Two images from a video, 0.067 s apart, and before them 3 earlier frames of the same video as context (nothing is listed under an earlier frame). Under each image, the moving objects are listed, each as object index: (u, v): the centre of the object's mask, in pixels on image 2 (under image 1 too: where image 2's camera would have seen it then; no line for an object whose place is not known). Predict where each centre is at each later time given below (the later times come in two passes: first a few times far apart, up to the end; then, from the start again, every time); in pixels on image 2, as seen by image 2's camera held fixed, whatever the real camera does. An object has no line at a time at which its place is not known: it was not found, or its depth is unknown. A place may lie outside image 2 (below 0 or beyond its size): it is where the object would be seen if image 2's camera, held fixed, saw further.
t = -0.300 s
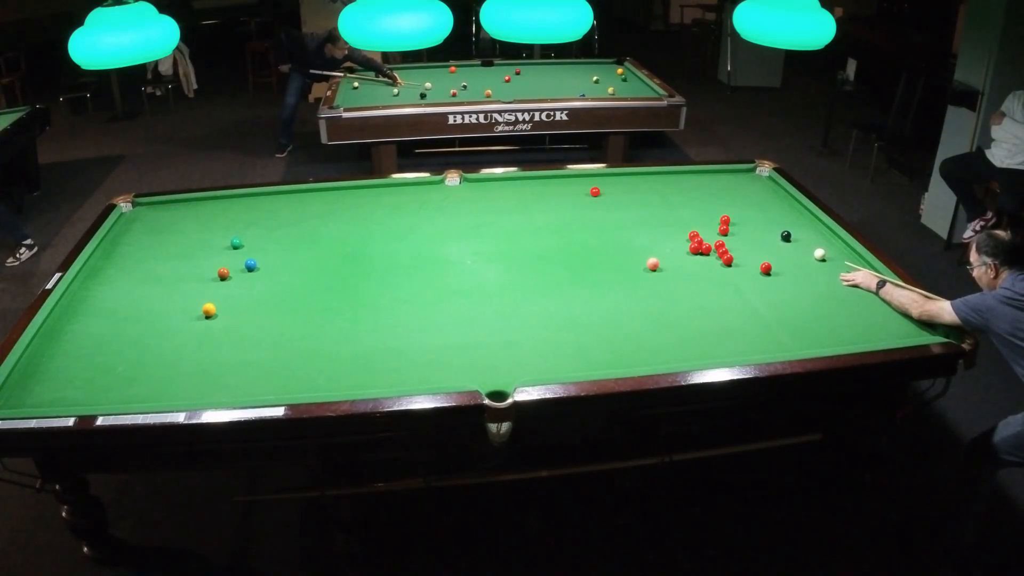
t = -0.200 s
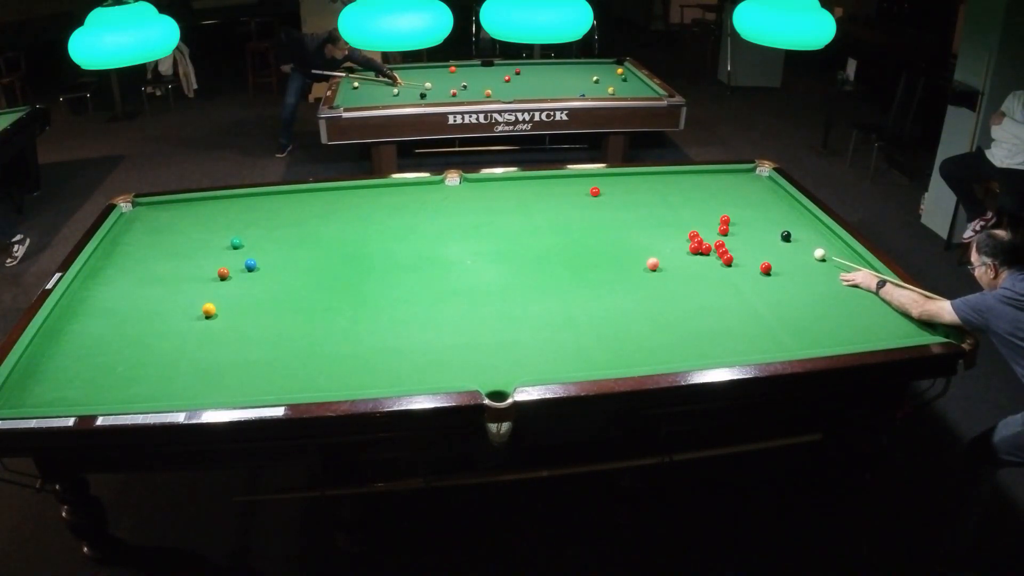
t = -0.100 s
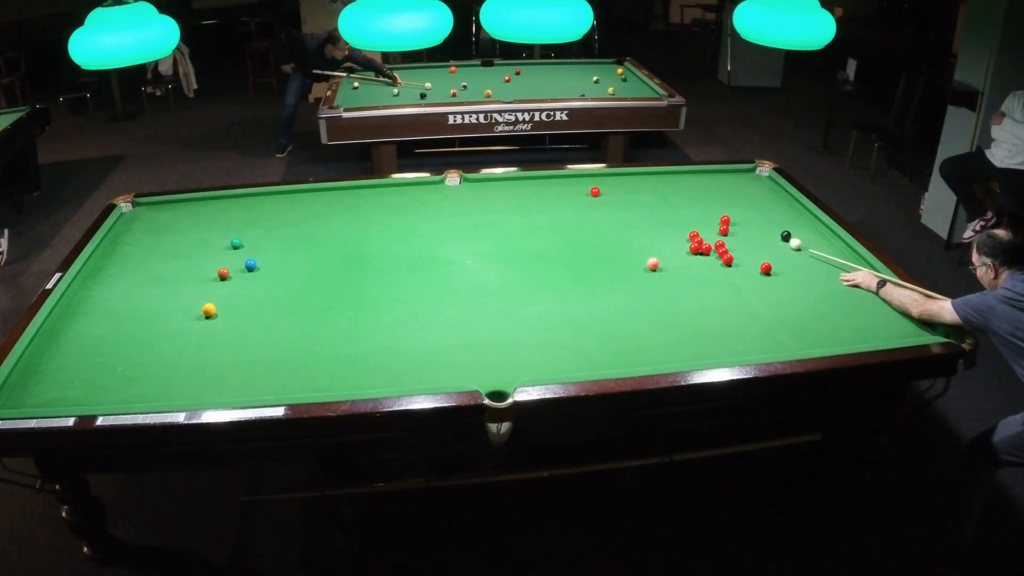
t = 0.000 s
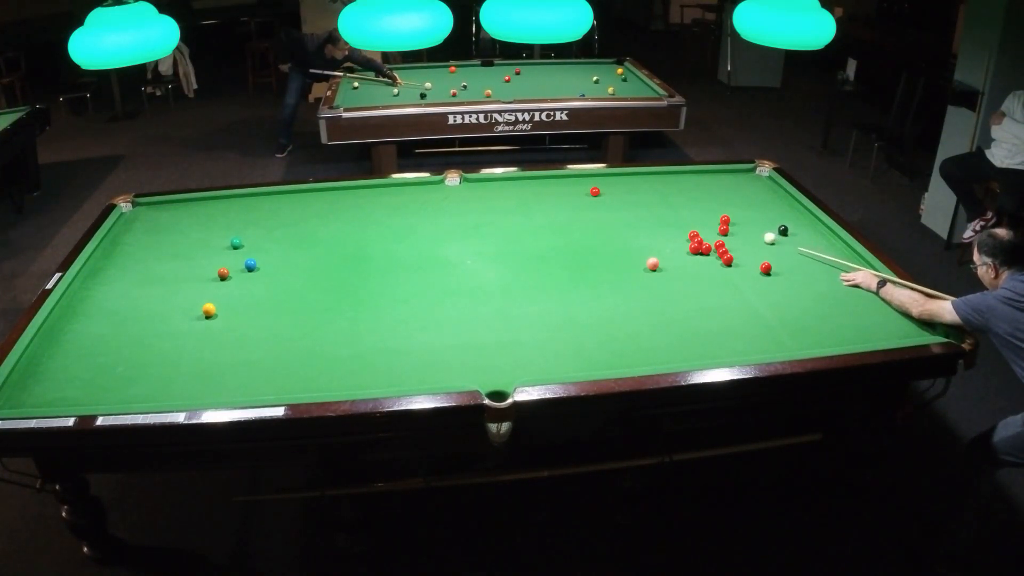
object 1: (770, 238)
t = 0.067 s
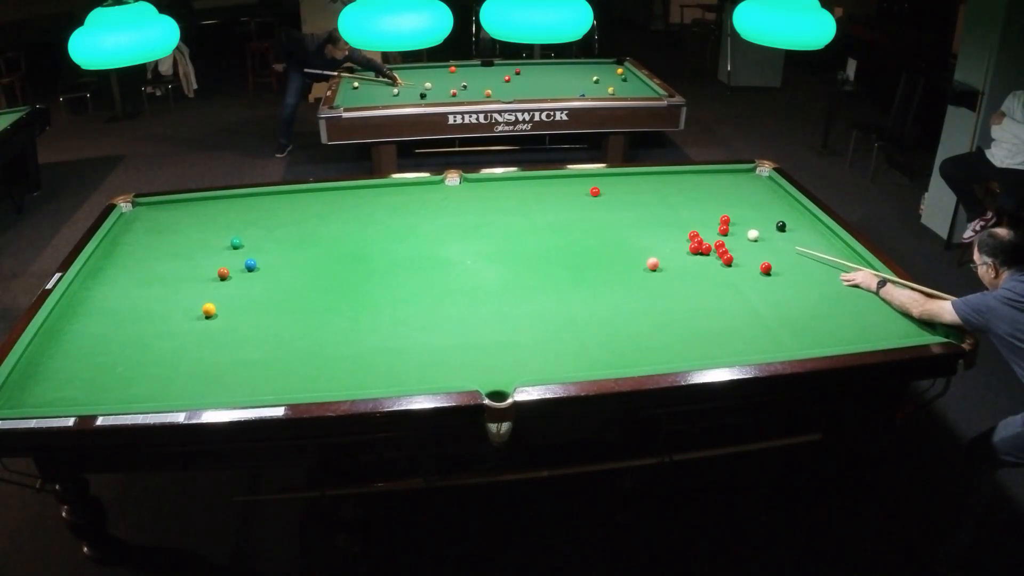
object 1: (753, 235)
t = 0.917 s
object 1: (699, 224)
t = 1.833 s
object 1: (671, 218)
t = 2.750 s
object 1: (660, 215)
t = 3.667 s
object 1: (659, 215)
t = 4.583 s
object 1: (659, 215)
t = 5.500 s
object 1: (659, 215)
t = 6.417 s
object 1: (659, 215)
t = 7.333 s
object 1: (659, 215)
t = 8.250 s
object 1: (659, 215)
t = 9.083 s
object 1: (659, 215)
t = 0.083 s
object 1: (749, 234)
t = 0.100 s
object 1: (745, 234)
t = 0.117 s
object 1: (741, 233)
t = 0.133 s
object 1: (736, 232)
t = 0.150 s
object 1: (734, 232)
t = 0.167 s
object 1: (734, 232)
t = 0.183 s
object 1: (734, 232)
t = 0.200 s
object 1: (733, 232)
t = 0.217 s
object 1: (732, 231)
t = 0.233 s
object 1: (732, 231)
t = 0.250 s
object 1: (731, 231)
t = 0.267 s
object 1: (730, 231)
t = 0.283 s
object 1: (729, 231)
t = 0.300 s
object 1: (728, 230)
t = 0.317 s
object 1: (727, 230)
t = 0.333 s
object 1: (726, 230)
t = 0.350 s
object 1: (725, 230)
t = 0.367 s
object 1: (724, 230)
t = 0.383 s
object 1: (723, 229)
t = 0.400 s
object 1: (723, 229)
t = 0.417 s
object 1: (722, 229)
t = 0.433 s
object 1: (721, 229)
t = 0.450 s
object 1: (720, 228)
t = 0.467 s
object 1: (719, 228)
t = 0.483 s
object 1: (718, 228)
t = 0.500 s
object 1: (717, 228)
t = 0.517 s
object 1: (717, 228)
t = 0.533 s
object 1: (716, 228)
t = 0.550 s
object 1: (715, 227)
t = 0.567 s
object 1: (714, 227)
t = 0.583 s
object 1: (713, 227)
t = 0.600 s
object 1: (713, 227)
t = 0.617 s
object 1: (712, 227)
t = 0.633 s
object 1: (711, 227)
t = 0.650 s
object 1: (710, 226)
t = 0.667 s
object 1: (710, 226)
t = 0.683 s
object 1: (709, 226)
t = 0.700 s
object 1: (708, 226)
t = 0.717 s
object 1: (707, 226)
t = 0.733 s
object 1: (707, 226)
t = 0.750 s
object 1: (706, 226)
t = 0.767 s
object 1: (705, 225)
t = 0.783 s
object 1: (704, 225)
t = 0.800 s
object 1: (704, 225)
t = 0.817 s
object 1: (703, 225)
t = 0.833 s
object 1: (702, 225)
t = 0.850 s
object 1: (702, 225)
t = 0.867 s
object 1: (701, 224)
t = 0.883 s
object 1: (700, 224)
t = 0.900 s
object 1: (700, 224)
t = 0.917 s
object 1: (699, 224)
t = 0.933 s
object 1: (698, 224)
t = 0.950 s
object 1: (698, 224)
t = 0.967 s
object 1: (697, 223)
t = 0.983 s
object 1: (696, 223)
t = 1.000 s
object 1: (696, 223)
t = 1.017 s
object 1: (695, 223)
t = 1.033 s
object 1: (695, 223)
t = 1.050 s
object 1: (694, 223)
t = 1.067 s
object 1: (693, 222)
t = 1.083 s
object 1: (693, 222)
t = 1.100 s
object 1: (692, 222)
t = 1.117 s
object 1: (692, 222)
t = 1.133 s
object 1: (691, 222)
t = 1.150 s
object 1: (690, 222)
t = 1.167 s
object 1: (690, 222)
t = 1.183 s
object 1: (689, 221)
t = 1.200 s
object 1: (689, 221)
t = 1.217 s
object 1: (688, 221)
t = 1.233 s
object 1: (687, 221)
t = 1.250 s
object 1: (687, 221)
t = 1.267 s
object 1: (686, 221)
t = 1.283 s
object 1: (686, 221)
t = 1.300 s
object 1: (685, 221)
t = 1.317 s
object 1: (685, 221)
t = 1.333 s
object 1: (684, 221)
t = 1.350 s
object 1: (684, 220)
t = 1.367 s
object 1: (683, 220)
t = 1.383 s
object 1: (683, 220)
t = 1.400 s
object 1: (682, 220)
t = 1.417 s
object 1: (681, 220)
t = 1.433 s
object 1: (681, 220)
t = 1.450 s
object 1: (680, 220)
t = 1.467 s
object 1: (680, 220)
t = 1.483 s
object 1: (679, 220)
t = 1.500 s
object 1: (679, 219)
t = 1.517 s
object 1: (679, 219)
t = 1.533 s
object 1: (678, 219)
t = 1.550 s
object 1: (678, 219)
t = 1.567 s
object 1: (677, 219)
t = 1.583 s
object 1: (677, 219)
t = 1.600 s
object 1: (676, 219)
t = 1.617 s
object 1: (676, 219)
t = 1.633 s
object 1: (675, 219)
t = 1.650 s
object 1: (675, 219)
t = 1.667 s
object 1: (674, 219)
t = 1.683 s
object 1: (674, 218)
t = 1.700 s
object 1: (674, 218)
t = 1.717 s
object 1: (673, 218)
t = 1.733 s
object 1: (673, 218)
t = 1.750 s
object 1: (672, 218)
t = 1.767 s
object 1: (672, 218)
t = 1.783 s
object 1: (672, 218)
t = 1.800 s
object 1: (671, 218)
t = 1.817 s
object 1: (671, 218)
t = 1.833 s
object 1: (671, 218)
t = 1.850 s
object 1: (670, 218)
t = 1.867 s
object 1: (670, 217)
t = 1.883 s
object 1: (669, 217)
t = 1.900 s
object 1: (669, 217)
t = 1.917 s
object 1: (669, 217)
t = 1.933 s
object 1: (668, 217)
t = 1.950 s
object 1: (668, 217)
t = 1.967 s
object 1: (668, 217)
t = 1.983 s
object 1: (668, 217)
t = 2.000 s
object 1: (667, 217)
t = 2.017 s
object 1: (667, 217)
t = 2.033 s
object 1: (667, 217)
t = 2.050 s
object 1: (666, 217)
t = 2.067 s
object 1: (666, 217)
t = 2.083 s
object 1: (666, 217)
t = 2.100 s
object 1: (665, 217)
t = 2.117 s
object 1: (665, 217)
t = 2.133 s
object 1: (665, 217)
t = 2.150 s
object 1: (665, 216)
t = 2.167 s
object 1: (664, 216)
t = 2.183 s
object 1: (664, 216)
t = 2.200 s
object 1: (664, 216)
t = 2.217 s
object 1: (664, 216)
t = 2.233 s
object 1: (663, 216)
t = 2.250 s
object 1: (663, 216)
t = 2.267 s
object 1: (663, 216)
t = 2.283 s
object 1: (663, 216)
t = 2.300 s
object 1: (663, 216)
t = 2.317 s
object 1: (662, 216)
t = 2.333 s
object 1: (662, 216)
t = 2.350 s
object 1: (662, 216)
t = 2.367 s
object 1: (662, 216)
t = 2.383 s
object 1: (662, 216)
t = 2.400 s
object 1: (662, 216)
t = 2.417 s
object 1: (661, 216)
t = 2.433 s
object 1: (661, 216)
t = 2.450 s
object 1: (661, 216)
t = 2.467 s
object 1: (661, 216)
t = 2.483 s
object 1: (661, 216)
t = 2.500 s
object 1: (661, 216)
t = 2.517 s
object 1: (661, 216)
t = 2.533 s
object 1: (660, 216)
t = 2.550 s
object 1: (660, 216)
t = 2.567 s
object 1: (660, 216)
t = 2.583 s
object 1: (660, 216)
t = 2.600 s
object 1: (660, 215)
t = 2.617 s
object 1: (660, 215)
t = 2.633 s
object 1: (660, 215)
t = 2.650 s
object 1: (660, 215)
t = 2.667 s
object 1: (660, 215)
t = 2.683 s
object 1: (660, 215)
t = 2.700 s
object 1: (660, 215)
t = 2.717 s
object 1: (660, 215)
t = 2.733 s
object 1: (660, 215)
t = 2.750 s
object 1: (660, 215)
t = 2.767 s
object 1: (660, 215)
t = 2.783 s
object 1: (660, 215)
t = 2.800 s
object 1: (660, 215)
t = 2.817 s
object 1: (660, 215)
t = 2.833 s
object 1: (659, 215)
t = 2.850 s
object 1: (659, 215)
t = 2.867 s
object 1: (659, 215)
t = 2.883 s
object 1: (659, 215)
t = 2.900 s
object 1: (659, 215)
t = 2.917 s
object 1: (659, 215)
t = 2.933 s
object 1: (659, 215)
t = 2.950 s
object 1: (659, 215)
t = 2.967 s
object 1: (659, 215)
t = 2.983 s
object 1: (659, 215)
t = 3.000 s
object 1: (659, 215)
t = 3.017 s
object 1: (659, 215)
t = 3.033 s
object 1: (659, 215)
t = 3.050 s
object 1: (659, 215)
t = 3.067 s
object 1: (659, 215)
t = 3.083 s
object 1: (659, 215)
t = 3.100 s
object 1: (659, 215)
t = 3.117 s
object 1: (659, 215)
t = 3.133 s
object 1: (659, 215)
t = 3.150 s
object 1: (659, 215)
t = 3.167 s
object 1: (659, 215)
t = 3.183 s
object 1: (659, 215)
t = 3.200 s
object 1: (659, 215)
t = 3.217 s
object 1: (659, 215)
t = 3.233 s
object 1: (659, 215)
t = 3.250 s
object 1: (659, 215)
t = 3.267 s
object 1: (659, 215)
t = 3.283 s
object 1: (659, 215)
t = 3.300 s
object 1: (659, 215)
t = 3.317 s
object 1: (659, 215)
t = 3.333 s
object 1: (659, 215)
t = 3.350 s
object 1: (659, 215)
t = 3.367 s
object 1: (659, 215)
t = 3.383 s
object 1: (659, 215)
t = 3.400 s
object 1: (659, 215)
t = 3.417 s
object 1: (659, 215)
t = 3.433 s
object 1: (659, 215)
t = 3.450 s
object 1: (659, 215)
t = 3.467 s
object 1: (659, 215)
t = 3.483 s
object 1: (659, 215)
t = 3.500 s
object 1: (659, 215)
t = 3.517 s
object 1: (659, 215)
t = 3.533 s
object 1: (659, 215)
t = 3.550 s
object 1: (659, 215)
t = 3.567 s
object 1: (659, 215)
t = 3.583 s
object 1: (659, 215)
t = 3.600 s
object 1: (659, 215)
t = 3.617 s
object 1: (659, 215)
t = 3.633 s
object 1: (659, 215)
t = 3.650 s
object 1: (659, 215)
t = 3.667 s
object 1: (659, 215)
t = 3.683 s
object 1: (659, 215)
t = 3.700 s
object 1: (659, 215)
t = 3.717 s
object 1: (659, 215)
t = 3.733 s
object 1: (659, 215)
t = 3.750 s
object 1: (659, 215)
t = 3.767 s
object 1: (659, 215)
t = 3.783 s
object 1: (659, 215)
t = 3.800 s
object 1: (659, 215)
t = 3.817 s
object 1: (659, 215)
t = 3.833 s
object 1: (659, 215)
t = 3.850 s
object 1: (659, 215)
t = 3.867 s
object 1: (659, 215)
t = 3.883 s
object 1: (659, 215)
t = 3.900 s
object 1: (659, 215)
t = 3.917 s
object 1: (659, 215)
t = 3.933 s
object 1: (659, 215)
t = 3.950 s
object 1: (659, 215)
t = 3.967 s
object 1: (659, 215)
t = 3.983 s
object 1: (659, 215)
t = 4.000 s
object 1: (659, 215)
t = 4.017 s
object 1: (659, 215)
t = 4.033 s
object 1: (659, 215)
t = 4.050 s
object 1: (659, 215)
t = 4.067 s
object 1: (659, 215)
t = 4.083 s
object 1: (659, 215)
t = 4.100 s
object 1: (659, 215)
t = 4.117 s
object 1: (659, 215)
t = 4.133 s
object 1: (659, 215)
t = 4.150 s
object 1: (659, 215)
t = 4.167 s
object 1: (659, 215)
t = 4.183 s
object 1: (659, 215)
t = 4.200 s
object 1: (659, 215)
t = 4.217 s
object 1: (659, 215)
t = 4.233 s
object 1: (659, 215)
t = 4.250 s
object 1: (659, 215)
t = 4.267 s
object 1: (659, 215)
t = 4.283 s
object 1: (659, 215)
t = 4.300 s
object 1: (659, 215)
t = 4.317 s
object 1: (659, 215)
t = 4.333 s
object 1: (659, 215)
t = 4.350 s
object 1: (659, 215)
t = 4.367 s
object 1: (659, 215)
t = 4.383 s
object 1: (659, 215)
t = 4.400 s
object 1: (659, 215)
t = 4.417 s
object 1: (659, 215)
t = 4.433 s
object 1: (659, 215)
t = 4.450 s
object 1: (659, 215)
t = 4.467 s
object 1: (659, 215)
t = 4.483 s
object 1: (659, 215)
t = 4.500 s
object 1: (659, 215)
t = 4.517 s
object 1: (659, 215)
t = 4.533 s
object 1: (659, 215)
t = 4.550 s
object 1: (659, 215)
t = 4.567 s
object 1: (659, 215)
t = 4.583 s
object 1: (659, 215)
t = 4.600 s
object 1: (659, 215)
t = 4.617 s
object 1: (659, 215)
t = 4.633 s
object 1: (659, 215)
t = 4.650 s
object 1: (659, 215)
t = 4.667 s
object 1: (659, 215)
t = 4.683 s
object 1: (659, 215)
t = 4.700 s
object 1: (659, 215)
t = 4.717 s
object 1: (659, 215)
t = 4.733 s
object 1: (659, 215)
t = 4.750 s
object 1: (659, 215)
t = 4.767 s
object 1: (659, 215)
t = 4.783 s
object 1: (659, 215)
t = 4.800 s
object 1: (659, 215)
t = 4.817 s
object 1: (659, 215)
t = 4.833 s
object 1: (659, 215)
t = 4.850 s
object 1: (659, 215)
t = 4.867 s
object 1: (659, 215)
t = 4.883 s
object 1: (659, 215)
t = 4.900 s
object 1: (659, 215)
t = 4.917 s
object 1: (659, 215)
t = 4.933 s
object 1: (659, 215)
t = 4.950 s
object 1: (659, 215)
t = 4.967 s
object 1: (659, 215)
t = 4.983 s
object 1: (659, 215)
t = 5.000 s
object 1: (659, 215)
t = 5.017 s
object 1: (659, 215)
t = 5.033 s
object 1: (659, 215)
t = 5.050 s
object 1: (659, 215)
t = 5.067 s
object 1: (659, 215)
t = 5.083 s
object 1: (659, 215)
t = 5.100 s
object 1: (659, 215)
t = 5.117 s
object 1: (659, 215)
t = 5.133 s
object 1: (659, 215)
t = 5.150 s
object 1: (659, 215)
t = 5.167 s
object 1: (659, 215)
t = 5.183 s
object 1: (659, 215)
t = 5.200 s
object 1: (659, 215)
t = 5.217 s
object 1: (659, 215)
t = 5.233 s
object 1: (659, 215)
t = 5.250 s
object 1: (659, 215)
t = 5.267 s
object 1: (659, 215)
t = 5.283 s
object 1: (659, 215)
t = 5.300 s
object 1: (659, 215)
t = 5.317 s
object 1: (659, 215)
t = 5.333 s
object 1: (659, 215)
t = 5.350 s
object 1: (659, 215)
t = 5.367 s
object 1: (659, 215)
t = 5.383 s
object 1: (659, 215)
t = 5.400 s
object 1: (659, 215)
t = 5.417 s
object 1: (659, 215)
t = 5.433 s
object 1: (659, 215)
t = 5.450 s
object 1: (659, 215)
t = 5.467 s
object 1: (659, 215)
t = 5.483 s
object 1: (659, 215)
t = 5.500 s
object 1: (659, 215)
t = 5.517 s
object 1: (659, 215)
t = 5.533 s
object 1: (659, 215)
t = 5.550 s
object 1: (659, 215)
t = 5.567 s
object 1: (659, 215)
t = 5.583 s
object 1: (659, 215)
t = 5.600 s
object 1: (659, 215)
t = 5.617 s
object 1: (659, 215)
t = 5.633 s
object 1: (659, 215)
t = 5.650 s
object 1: (659, 215)
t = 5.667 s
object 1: (659, 215)
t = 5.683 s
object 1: (659, 215)
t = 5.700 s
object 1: (659, 215)
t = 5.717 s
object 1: (659, 215)
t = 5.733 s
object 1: (659, 215)
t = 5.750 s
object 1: (659, 215)
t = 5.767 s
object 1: (659, 215)
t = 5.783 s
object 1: (659, 215)
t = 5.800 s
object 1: (659, 215)
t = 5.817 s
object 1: (659, 215)
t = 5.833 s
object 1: (659, 215)
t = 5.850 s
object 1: (659, 215)
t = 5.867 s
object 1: (659, 215)
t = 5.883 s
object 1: (659, 215)
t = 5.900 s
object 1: (659, 215)
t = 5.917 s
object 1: (659, 215)
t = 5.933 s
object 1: (659, 215)
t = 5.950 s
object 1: (659, 215)
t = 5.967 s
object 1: (659, 215)
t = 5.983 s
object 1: (659, 215)
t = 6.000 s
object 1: (659, 215)
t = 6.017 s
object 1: (659, 215)
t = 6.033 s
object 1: (659, 215)
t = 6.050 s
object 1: (659, 215)
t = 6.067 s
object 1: (659, 215)
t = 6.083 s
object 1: (659, 215)
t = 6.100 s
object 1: (659, 215)
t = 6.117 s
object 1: (659, 215)
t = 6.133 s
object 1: (659, 215)
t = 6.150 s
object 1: (659, 215)
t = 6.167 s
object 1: (659, 215)
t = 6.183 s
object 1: (659, 215)
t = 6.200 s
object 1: (659, 215)
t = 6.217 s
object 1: (659, 215)
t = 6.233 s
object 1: (659, 215)
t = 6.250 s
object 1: (659, 215)
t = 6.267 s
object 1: (659, 215)
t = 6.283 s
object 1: (659, 215)
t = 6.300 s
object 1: (659, 215)
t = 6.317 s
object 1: (659, 215)
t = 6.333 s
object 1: (659, 215)
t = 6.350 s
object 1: (659, 215)
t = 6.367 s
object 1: (659, 215)
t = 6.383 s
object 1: (659, 215)
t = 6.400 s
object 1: (659, 215)
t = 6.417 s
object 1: (659, 215)
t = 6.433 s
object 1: (659, 215)
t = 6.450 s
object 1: (659, 215)
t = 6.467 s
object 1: (659, 215)
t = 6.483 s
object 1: (659, 215)
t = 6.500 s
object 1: (659, 215)
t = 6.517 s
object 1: (659, 215)
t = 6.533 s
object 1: (659, 215)
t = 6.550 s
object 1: (659, 215)
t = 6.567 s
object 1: (659, 215)
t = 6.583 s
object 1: (659, 215)
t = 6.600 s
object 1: (659, 215)
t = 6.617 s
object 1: (659, 215)
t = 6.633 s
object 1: (659, 215)
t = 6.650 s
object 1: (659, 215)
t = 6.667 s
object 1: (659, 215)
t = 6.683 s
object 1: (659, 215)
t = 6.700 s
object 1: (659, 215)
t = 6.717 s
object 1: (659, 215)
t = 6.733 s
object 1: (659, 215)
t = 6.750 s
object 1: (659, 215)
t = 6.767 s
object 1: (659, 215)
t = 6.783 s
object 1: (659, 215)
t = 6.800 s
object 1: (659, 215)
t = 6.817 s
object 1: (659, 215)
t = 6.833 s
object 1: (659, 215)
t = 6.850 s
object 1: (659, 215)
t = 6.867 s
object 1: (659, 215)
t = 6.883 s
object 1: (659, 215)
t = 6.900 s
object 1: (659, 215)
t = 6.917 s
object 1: (659, 215)
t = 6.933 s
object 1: (659, 215)
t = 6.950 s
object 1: (659, 215)
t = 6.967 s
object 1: (659, 215)
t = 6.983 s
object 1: (659, 215)
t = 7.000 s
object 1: (659, 215)
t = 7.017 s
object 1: (659, 215)
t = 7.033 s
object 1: (659, 215)
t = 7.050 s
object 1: (659, 215)
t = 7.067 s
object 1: (659, 215)
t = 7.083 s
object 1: (659, 215)
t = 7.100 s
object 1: (659, 215)
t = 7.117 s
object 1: (659, 215)
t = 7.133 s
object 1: (659, 215)
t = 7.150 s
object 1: (659, 215)
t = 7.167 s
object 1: (659, 215)
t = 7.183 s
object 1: (659, 215)
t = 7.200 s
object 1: (659, 215)
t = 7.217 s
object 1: (659, 215)
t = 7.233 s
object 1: (659, 215)
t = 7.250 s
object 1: (659, 215)
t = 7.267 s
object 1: (659, 215)
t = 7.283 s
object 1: (659, 215)
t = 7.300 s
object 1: (659, 215)
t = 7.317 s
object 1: (659, 215)
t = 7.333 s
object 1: (659, 215)
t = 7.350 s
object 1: (659, 215)
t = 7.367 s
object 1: (659, 215)
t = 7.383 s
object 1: (659, 215)
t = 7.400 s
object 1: (659, 215)
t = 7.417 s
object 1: (659, 215)
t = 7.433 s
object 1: (659, 215)
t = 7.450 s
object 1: (659, 215)
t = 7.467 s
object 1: (659, 215)
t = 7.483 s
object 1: (659, 215)
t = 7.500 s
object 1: (659, 215)
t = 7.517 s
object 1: (659, 215)
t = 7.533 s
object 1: (659, 215)
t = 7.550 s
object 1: (659, 215)
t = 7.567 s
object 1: (659, 215)
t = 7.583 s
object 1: (659, 215)
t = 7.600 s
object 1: (659, 215)
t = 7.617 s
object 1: (659, 215)
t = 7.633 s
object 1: (659, 215)
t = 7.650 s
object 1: (659, 215)
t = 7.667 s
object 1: (659, 215)
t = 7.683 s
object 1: (659, 215)
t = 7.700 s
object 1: (659, 215)
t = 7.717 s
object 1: (659, 215)
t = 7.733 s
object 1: (659, 215)
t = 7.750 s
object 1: (659, 215)
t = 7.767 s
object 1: (659, 215)
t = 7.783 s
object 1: (659, 215)
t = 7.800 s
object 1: (659, 215)
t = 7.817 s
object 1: (659, 215)
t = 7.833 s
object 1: (659, 215)
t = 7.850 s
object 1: (659, 215)
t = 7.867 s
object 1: (659, 215)
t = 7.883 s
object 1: (659, 215)
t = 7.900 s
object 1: (659, 215)
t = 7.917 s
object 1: (659, 215)
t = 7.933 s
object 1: (659, 215)
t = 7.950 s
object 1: (659, 215)
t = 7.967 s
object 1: (659, 215)
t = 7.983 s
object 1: (659, 215)
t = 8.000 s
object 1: (659, 215)
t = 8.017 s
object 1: (659, 215)
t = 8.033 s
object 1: (659, 215)
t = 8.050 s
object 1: (659, 215)
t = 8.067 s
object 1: (659, 215)
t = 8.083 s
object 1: (659, 215)
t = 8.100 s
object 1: (659, 215)
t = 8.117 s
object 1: (659, 215)
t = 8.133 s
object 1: (659, 215)
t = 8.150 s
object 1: (659, 215)
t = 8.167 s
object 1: (659, 215)
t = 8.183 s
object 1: (659, 215)
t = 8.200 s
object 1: (659, 215)
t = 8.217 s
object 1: (659, 215)
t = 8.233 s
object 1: (659, 215)
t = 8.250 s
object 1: (659, 215)
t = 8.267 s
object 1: (659, 215)
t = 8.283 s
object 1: (659, 215)
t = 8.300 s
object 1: (659, 215)
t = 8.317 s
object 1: (659, 215)
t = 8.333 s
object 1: (659, 215)
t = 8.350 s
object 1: (659, 215)
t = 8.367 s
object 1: (659, 215)
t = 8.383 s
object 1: (659, 215)
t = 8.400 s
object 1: (659, 215)
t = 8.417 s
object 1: (659, 215)
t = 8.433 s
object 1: (659, 215)
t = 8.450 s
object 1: (659, 215)
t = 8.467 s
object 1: (659, 215)
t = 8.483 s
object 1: (659, 215)
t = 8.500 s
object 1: (659, 215)
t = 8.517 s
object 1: (659, 215)
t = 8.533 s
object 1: (659, 215)
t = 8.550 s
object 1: (659, 215)
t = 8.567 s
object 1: (659, 215)
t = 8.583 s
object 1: (659, 215)
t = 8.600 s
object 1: (659, 215)
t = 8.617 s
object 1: (659, 215)
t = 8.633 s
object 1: (659, 215)
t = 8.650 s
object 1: (659, 215)
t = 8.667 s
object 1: (659, 215)
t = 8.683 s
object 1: (659, 215)
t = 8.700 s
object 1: (659, 215)
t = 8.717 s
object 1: (659, 215)
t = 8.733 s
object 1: (659, 215)
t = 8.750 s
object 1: (659, 215)
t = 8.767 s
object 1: (659, 215)
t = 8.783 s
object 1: (659, 215)
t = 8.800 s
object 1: (659, 215)
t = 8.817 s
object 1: (659, 215)
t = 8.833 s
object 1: (659, 215)
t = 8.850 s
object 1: (659, 215)
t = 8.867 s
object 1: (659, 215)
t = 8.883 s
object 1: (659, 215)
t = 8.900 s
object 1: (659, 215)
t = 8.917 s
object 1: (659, 215)
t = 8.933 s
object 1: (659, 215)
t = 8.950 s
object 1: (659, 215)
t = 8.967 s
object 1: (659, 215)
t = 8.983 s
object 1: (659, 215)
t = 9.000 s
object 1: (659, 215)
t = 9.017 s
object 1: (659, 215)
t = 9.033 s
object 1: (659, 215)
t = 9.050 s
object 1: (659, 215)
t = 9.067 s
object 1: (659, 215)
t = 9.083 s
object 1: (659, 215)
